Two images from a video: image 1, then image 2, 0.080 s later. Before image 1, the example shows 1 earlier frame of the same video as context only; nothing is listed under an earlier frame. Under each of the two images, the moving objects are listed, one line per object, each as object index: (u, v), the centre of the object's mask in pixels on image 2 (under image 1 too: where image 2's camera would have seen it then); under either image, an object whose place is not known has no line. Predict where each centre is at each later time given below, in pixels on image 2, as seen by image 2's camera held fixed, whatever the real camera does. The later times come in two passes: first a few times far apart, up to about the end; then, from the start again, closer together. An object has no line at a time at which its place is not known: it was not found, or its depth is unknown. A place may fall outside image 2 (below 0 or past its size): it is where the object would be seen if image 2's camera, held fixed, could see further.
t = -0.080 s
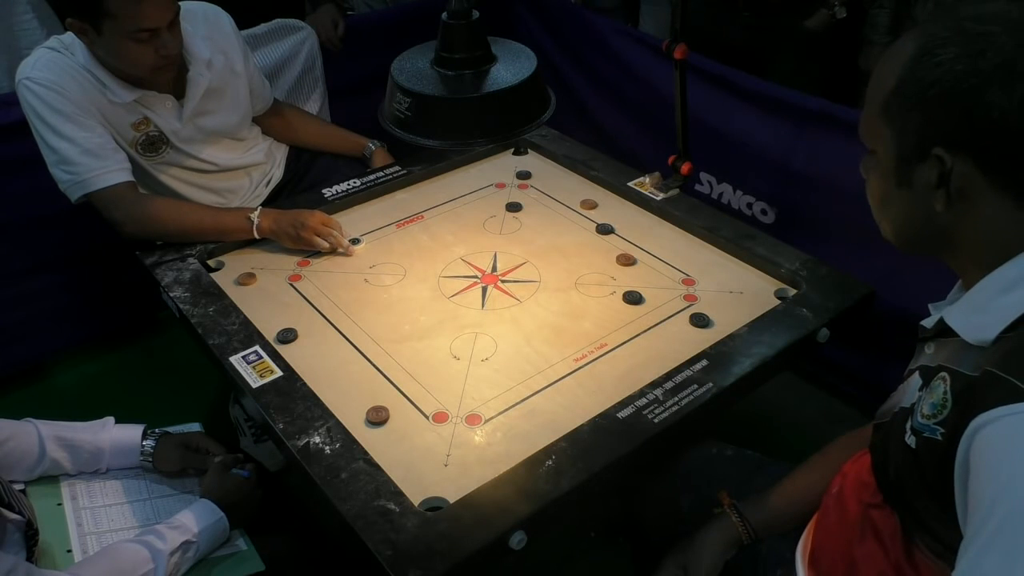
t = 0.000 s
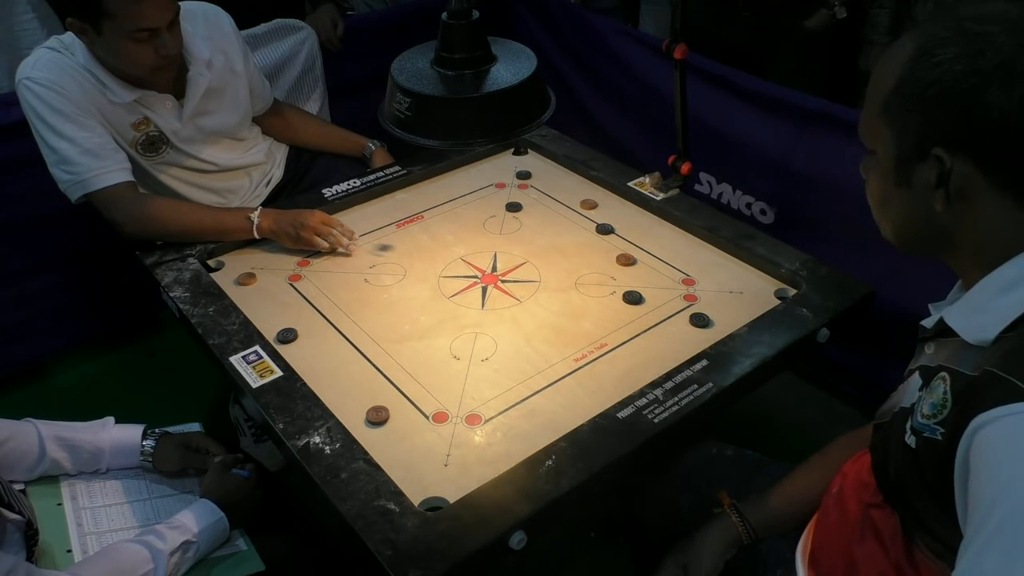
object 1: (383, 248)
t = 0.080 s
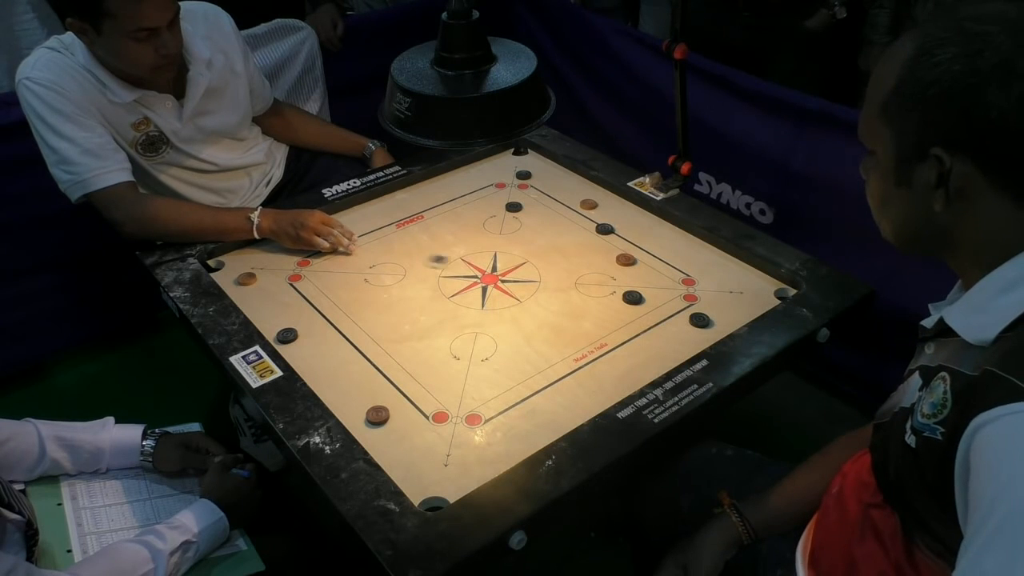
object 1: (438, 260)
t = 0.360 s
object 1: (611, 300)
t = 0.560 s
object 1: (659, 322)
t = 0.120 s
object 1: (463, 266)
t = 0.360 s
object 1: (611, 300)
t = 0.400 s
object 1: (624, 306)
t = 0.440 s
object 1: (633, 310)
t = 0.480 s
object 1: (643, 315)
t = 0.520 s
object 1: (652, 319)
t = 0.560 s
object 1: (659, 322)
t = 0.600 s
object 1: (665, 326)
